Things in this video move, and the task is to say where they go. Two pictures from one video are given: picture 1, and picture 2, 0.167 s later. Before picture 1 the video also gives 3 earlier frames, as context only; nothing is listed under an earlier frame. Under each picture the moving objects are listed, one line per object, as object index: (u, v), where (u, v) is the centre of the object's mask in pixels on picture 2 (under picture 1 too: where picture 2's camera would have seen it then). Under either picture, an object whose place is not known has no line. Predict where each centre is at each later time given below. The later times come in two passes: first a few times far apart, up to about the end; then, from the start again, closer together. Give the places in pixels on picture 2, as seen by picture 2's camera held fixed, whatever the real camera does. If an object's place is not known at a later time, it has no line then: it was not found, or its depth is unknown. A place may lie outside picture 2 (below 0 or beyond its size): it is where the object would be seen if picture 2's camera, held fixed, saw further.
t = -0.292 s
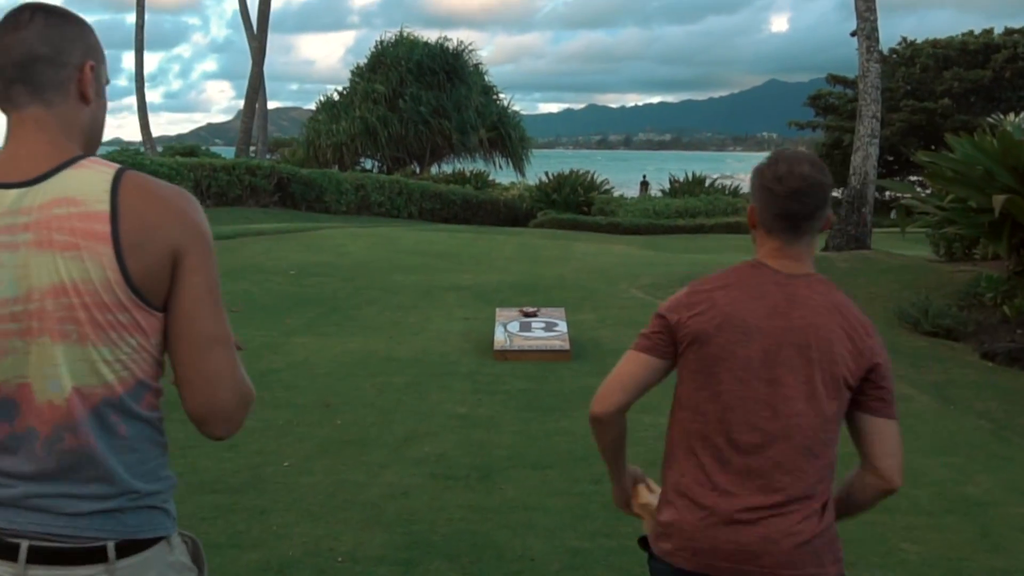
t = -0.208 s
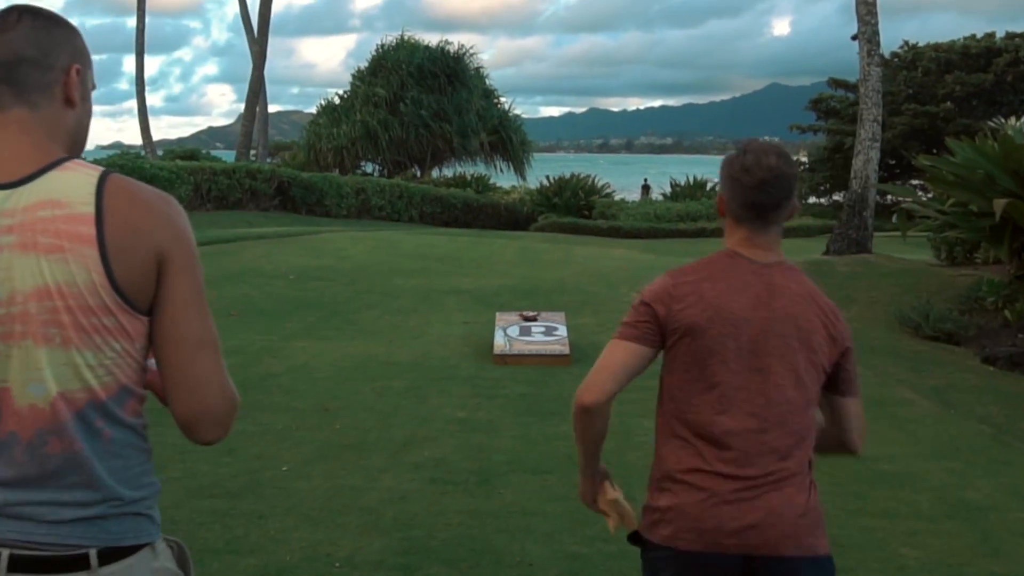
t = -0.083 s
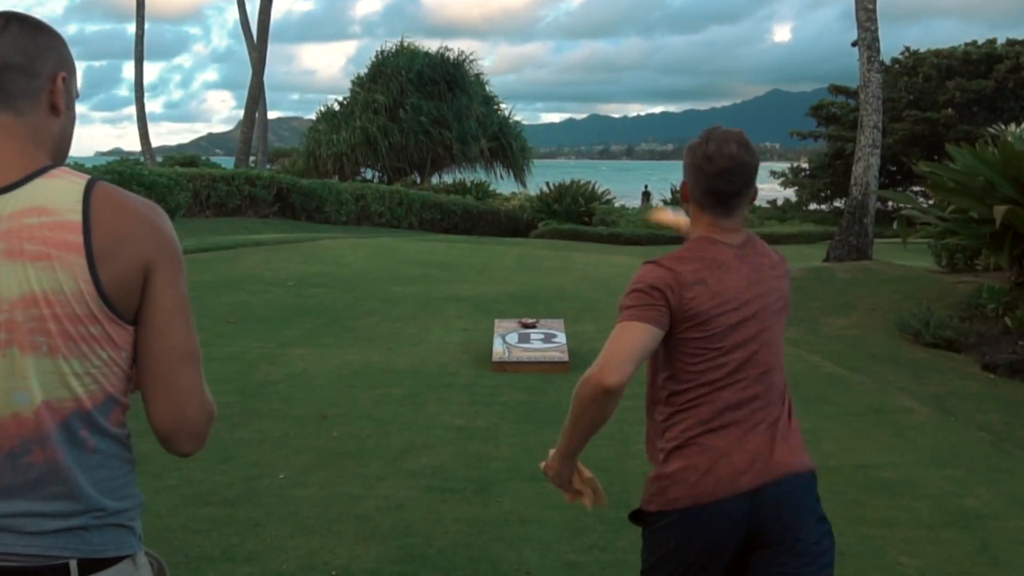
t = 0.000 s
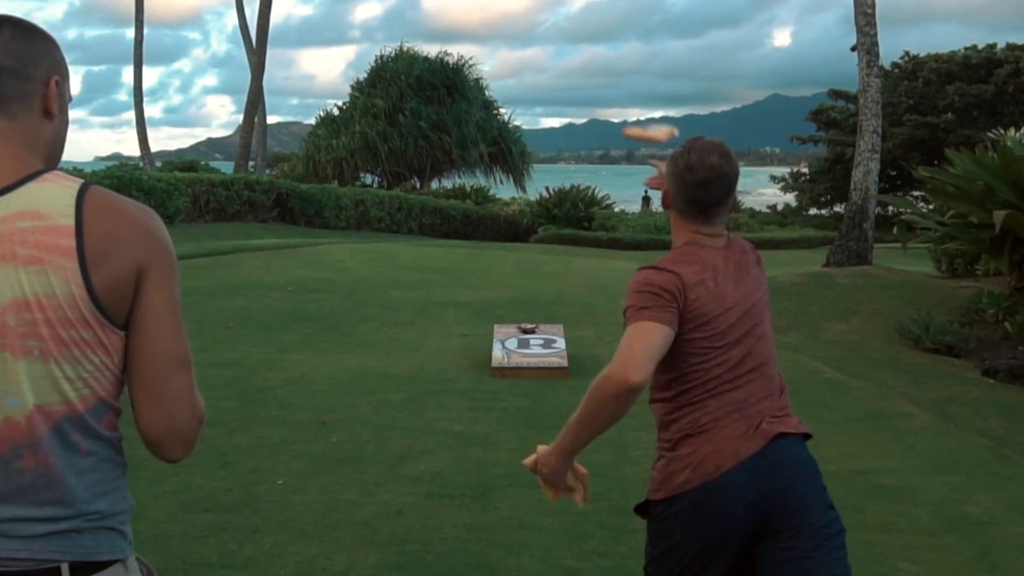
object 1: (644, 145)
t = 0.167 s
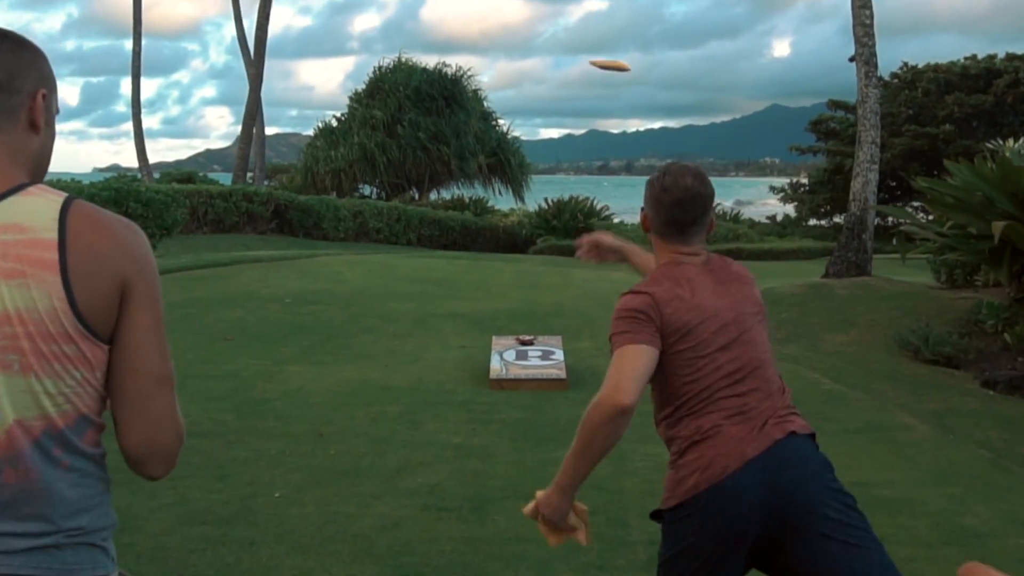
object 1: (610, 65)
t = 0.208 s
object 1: (603, 60)
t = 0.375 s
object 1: (581, 76)
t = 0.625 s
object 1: (552, 170)
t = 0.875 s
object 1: (541, 297)
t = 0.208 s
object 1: (603, 60)
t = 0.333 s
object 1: (586, 68)
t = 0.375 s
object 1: (581, 76)
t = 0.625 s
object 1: (552, 170)
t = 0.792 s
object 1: (545, 251)
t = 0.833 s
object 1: (543, 274)
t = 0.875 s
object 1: (541, 297)
